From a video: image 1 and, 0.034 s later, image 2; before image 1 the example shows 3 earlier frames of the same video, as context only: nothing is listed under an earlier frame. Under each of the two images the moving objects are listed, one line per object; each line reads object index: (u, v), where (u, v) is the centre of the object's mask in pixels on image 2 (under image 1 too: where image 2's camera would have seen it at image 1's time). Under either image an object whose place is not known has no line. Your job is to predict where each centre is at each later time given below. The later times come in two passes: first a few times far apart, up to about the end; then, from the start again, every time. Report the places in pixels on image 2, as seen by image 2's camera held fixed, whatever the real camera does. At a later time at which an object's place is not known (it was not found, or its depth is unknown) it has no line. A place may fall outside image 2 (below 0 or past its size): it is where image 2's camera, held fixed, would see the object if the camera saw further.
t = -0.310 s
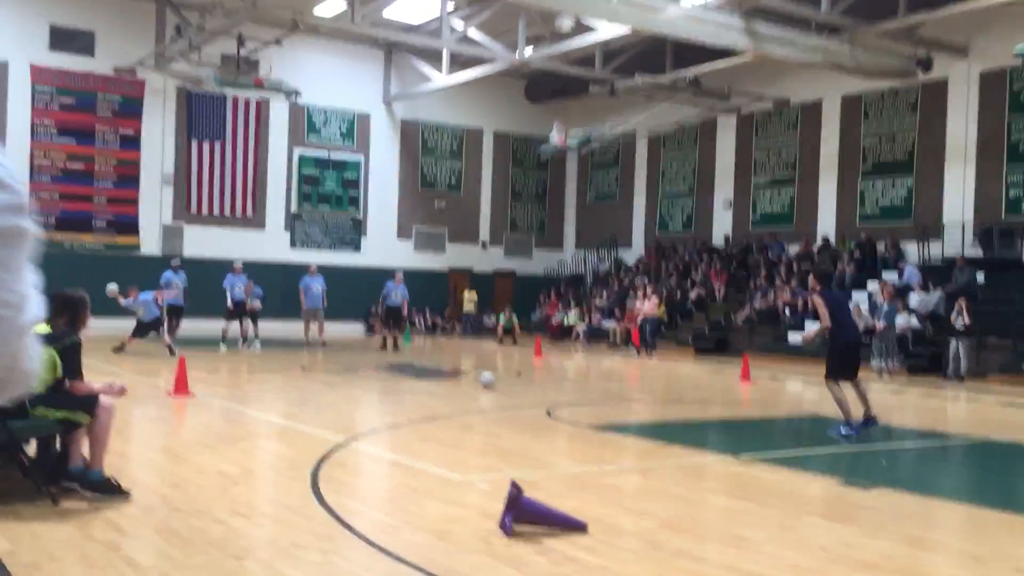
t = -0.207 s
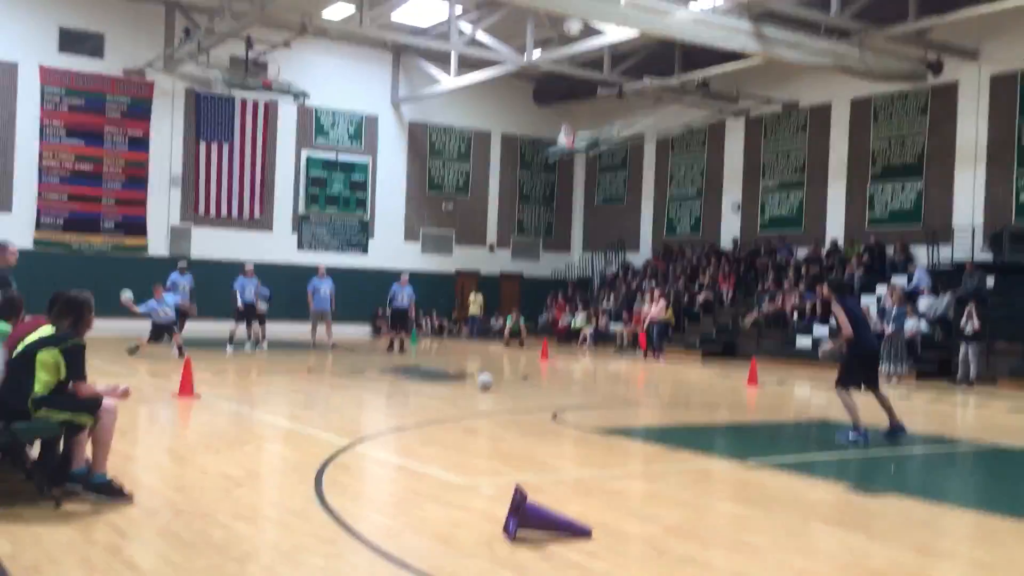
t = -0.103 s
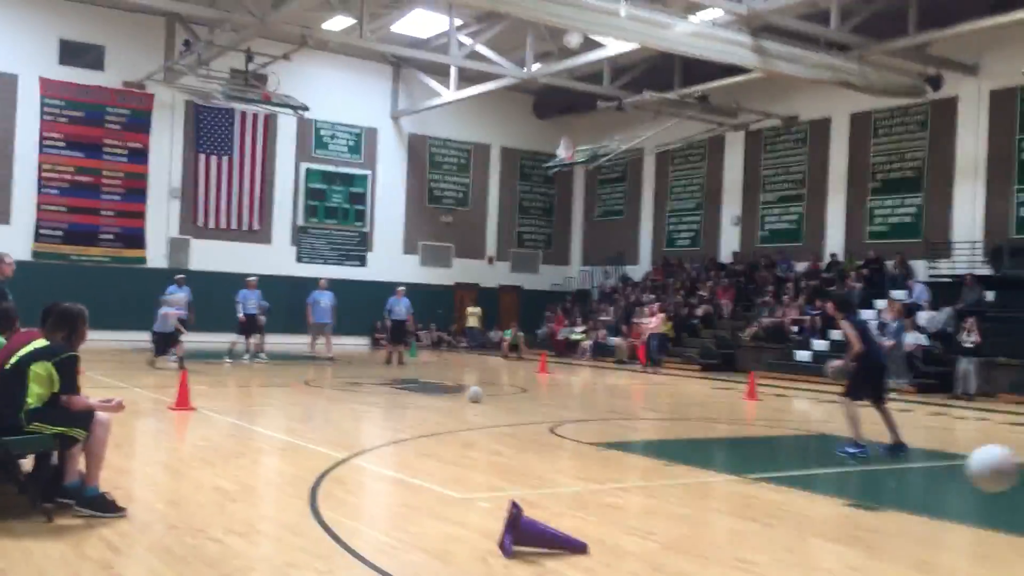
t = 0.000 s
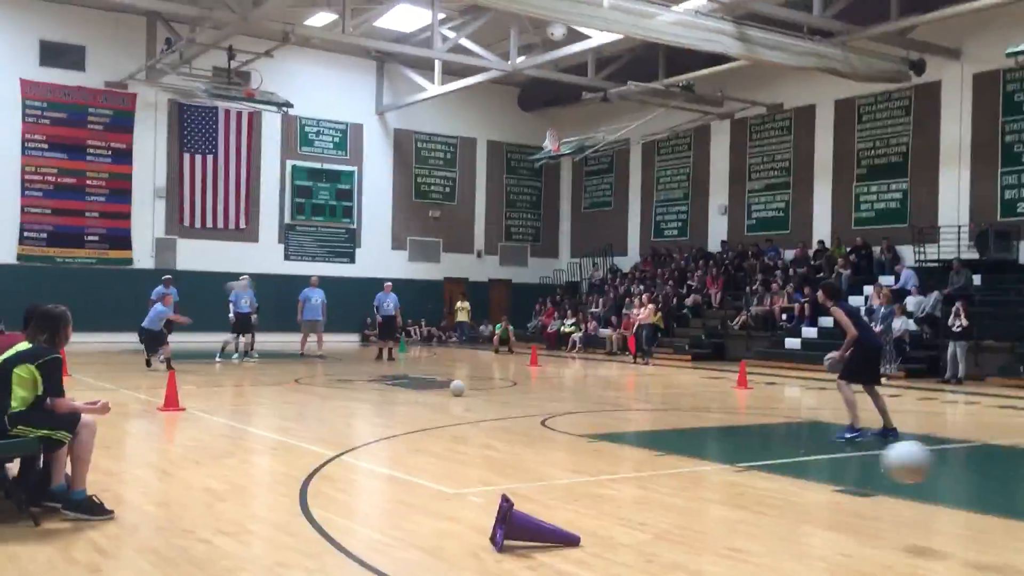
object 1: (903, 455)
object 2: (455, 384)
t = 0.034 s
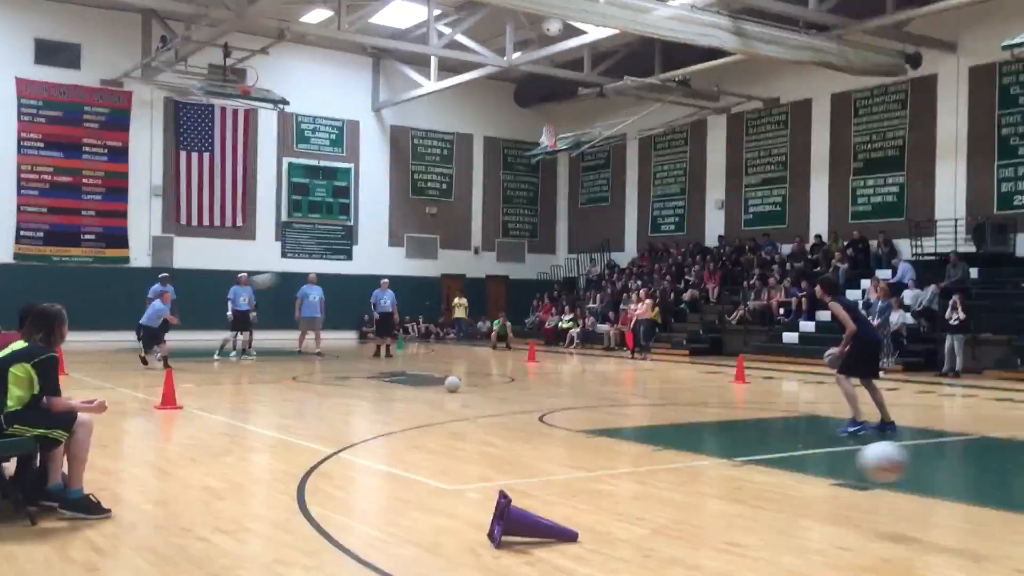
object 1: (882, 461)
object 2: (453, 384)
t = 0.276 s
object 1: (774, 452)
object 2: (434, 382)
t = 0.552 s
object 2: (411, 380)
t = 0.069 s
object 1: (861, 469)
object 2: (450, 384)
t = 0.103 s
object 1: (843, 478)
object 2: (446, 382)
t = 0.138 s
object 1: (825, 490)
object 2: (444, 383)
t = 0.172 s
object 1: (807, 500)
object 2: (442, 383)
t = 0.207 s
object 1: (795, 482)
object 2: (439, 383)
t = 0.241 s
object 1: (784, 466)
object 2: (437, 382)
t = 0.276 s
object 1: (774, 452)
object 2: (434, 382)
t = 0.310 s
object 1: (753, 432)
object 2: (429, 382)
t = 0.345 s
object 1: (743, 424)
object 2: (426, 382)
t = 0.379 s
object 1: (733, 418)
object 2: (424, 381)
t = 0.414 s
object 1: (723, 413)
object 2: (422, 381)
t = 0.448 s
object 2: (419, 381)
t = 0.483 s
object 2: (416, 381)
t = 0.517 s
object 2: (414, 380)
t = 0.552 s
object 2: (411, 380)
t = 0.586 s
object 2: (409, 380)
